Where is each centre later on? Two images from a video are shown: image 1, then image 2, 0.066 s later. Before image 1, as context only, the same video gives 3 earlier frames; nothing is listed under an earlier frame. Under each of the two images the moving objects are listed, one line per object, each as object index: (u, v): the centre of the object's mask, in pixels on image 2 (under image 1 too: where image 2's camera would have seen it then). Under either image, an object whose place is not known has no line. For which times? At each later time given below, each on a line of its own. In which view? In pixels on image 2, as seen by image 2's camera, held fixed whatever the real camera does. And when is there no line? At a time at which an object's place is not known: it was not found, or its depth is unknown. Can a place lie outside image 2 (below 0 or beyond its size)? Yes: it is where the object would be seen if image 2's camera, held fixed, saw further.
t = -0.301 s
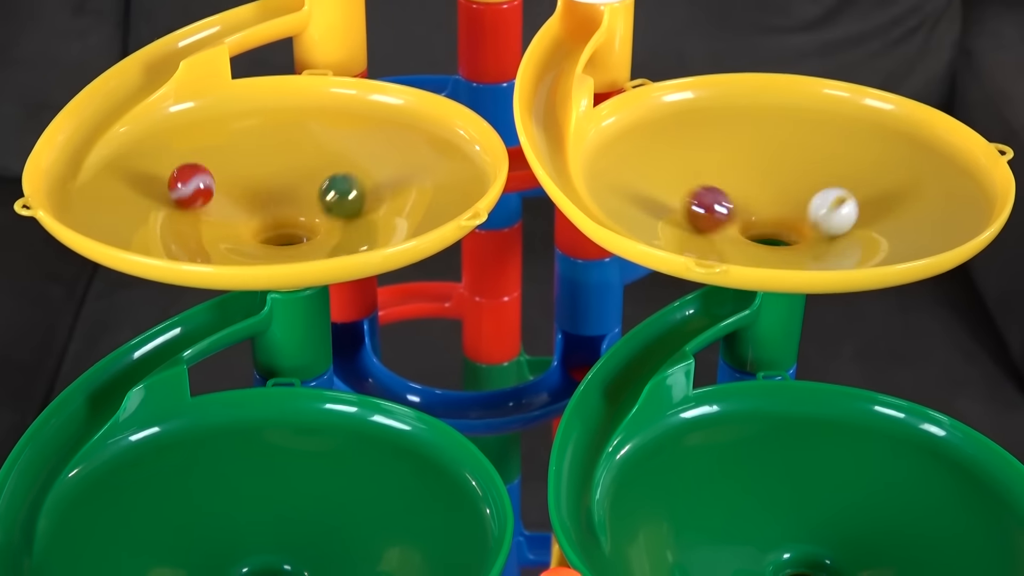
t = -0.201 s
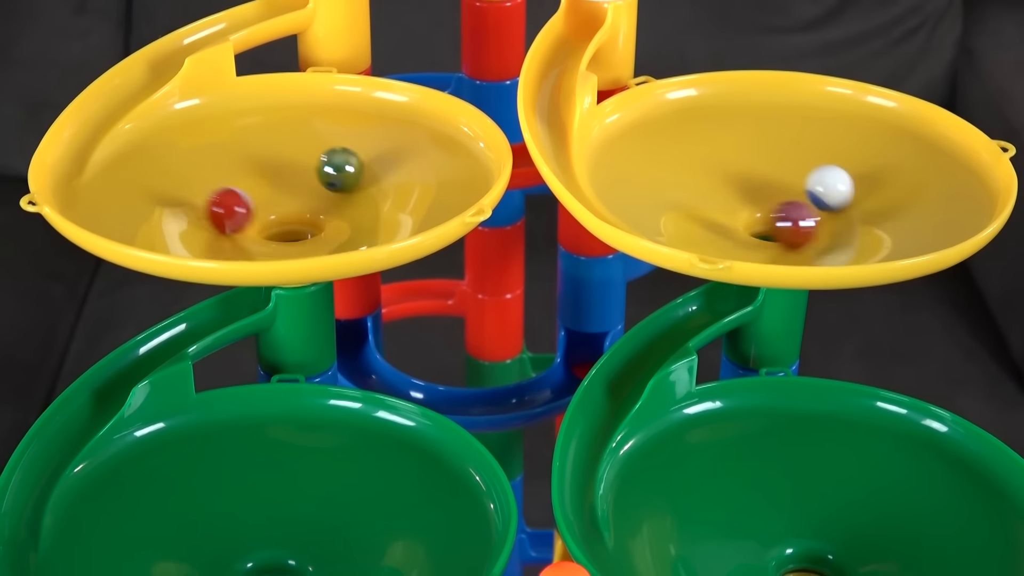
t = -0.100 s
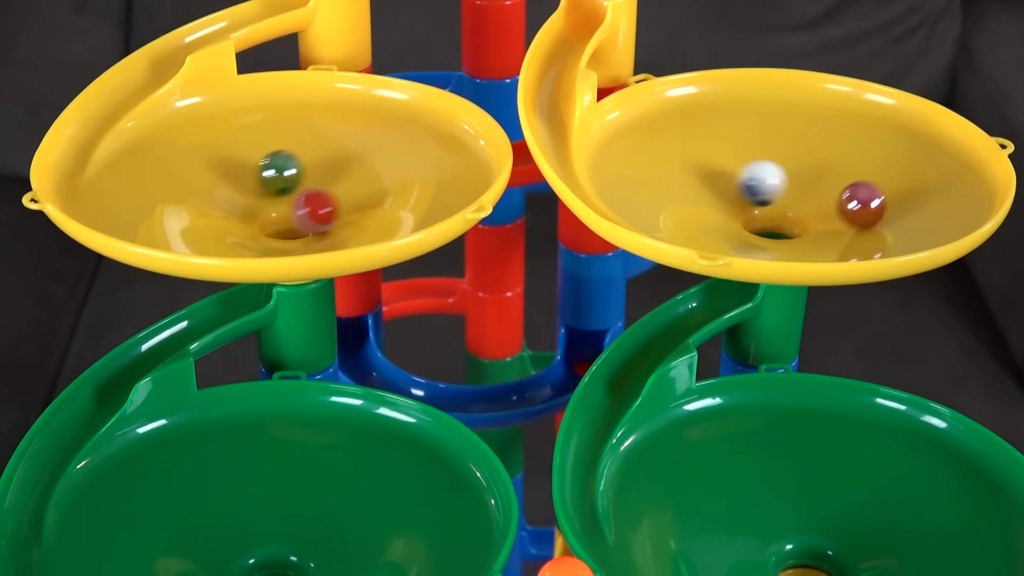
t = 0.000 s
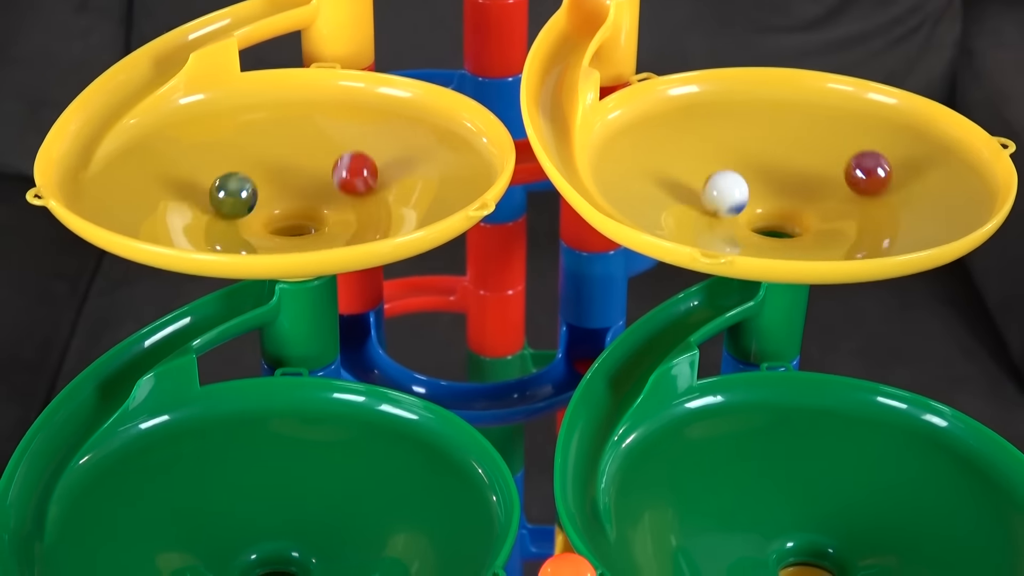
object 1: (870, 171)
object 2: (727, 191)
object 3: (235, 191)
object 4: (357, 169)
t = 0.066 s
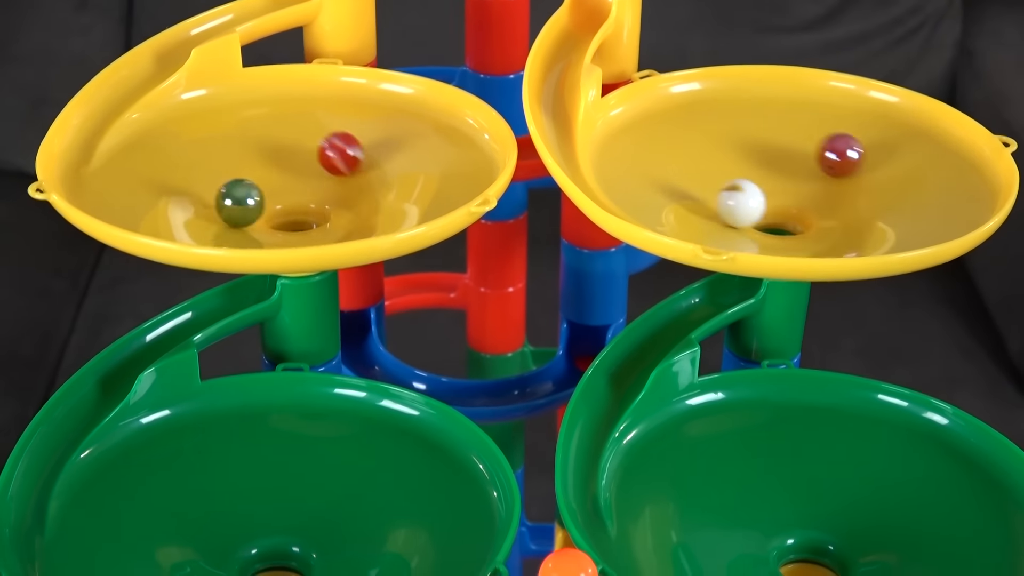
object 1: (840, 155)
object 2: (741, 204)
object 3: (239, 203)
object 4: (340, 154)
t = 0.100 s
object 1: (818, 151)
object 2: (757, 209)
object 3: (251, 207)
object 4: (324, 150)
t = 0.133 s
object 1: (794, 149)
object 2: (775, 212)
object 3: (266, 209)
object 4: (303, 151)
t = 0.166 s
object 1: (767, 151)
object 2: (794, 212)
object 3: (284, 210)
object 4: (281, 156)
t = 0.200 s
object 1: (742, 156)
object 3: (303, 209)
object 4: (260, 165)
